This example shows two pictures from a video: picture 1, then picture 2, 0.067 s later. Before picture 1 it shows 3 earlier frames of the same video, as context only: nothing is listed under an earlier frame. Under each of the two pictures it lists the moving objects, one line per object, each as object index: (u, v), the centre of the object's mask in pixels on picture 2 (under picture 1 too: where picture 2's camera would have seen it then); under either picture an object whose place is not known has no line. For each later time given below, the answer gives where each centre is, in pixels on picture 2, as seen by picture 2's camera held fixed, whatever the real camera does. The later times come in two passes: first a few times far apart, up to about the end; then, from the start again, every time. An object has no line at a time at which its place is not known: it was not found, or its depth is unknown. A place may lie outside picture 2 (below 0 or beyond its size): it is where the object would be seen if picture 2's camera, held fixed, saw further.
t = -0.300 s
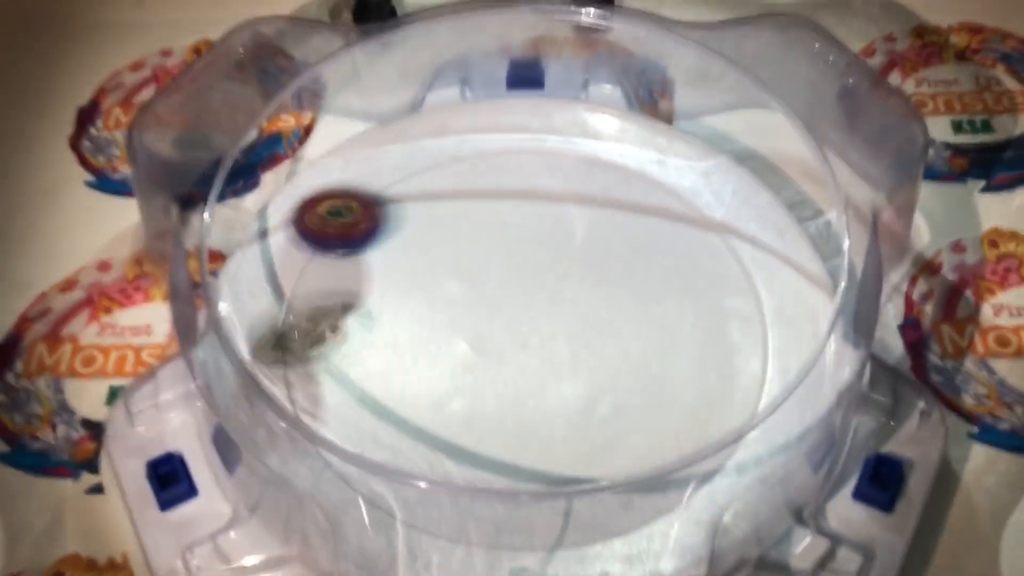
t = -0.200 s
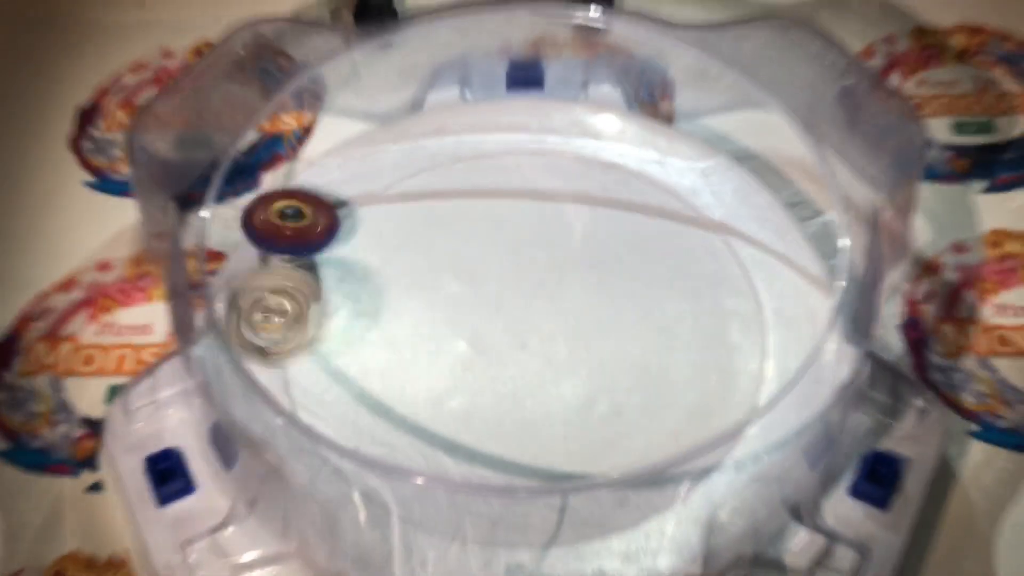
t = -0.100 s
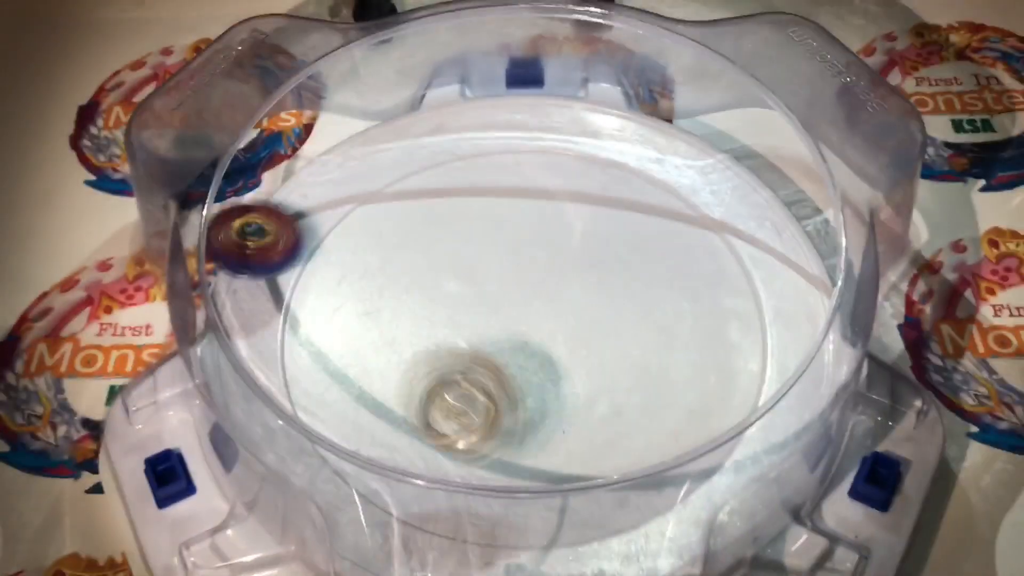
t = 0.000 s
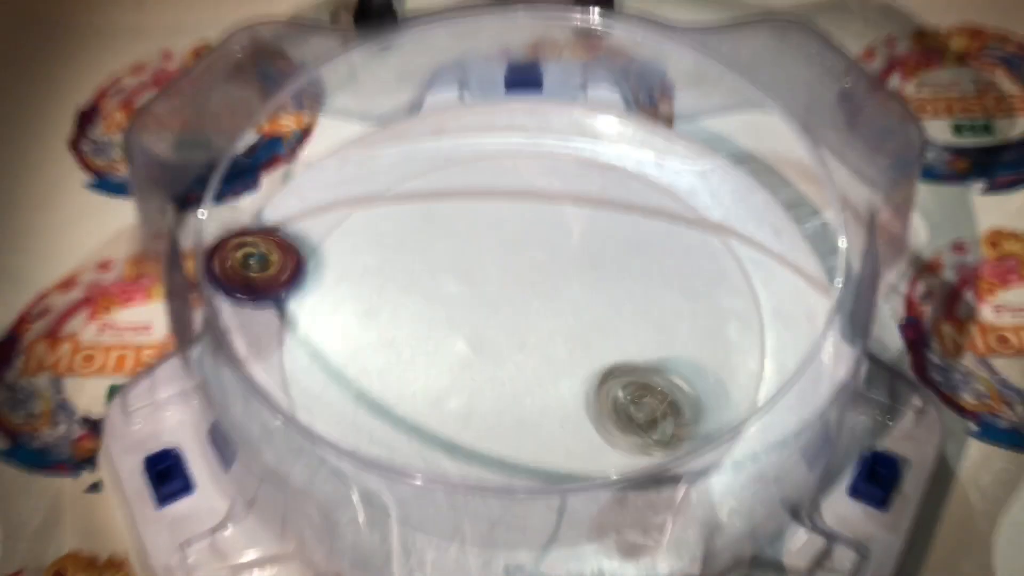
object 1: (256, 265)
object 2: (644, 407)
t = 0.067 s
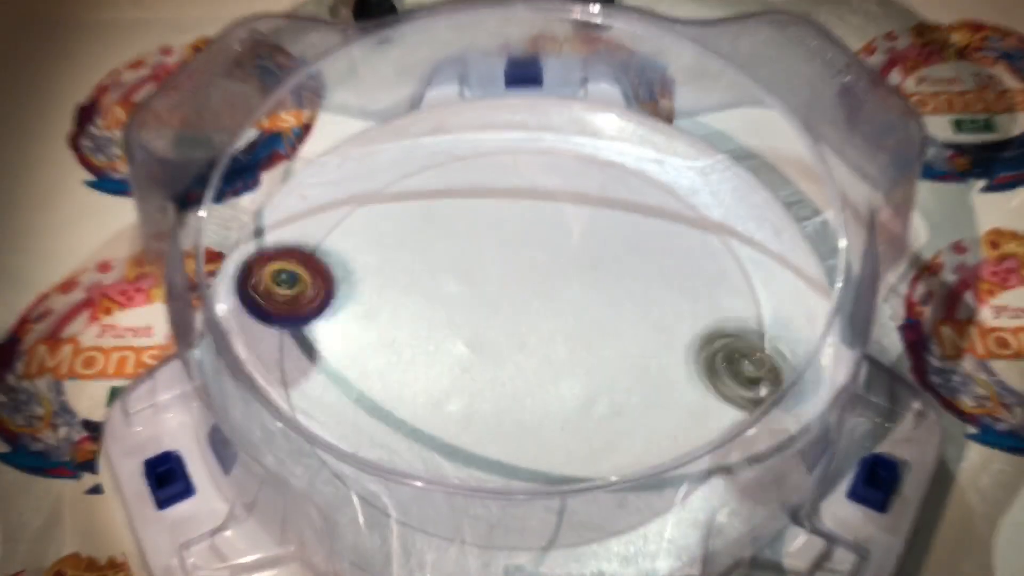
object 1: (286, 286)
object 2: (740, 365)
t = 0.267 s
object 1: (453, 349)
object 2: (641, 201)
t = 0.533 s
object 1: (638, 248)
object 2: (308, 186)
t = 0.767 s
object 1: (558, 132)
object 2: (316, 435)
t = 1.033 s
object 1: (404, 259)
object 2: (654, 357)
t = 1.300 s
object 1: (628, 392)
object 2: (662, 197)
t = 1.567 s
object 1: (759, 212)
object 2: (510, 279)
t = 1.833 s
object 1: (560, 171)
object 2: (458, 336)
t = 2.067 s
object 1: (396, 333)
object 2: (511, 434)
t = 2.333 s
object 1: (579, 508)
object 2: (562, 442)
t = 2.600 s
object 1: (657, 282)
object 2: (542, 392)
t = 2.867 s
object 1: (388, 240)
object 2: (540, 388)
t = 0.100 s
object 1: (304, 299)
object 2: (784, 357)
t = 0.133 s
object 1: (325, 311)
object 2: (774, 306)
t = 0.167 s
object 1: (352, 323)
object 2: (744, 259)
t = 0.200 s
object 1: (383, 336)
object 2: (708, 226)
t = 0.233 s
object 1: (418, 345)
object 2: (672, 207)
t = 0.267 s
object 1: (453, 349)
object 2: (641, 201)
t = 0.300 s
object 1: (488, 346)
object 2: (600, 184)
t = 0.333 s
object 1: (522, 341)
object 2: (556, 169)
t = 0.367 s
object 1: (553, 332)
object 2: (513, 165)
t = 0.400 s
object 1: (583, 318)
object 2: (470, 158)
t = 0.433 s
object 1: (606, 302)
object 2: (425, 160)
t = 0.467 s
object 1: (621, 284)
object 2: (382, 157)
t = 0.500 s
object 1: (631, 268)
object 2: (340, 175)
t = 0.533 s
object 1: (638, 248)
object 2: (308, 186)
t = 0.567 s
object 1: (636, 227)
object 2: (288, 209)
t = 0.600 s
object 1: (632, 211)
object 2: (275, 245)
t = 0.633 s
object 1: (624, 193)
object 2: (263, 275)
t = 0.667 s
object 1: (613, 176)
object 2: (263, 313)
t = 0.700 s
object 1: (598, 160)
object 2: (277, 345)
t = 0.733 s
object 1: (580, 145)
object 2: (292, 385)
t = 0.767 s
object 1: (558, 132)
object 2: (316, 435)
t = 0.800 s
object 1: (532, 133)
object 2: (354, 472)
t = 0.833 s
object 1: (503, 142)
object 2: (396, 494)
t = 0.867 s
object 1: (474, 153)
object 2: (444, 508)
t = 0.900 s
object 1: (449, 168)
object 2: (501, 491)
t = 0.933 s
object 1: (428, 183)
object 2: (546, 462)
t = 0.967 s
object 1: (412, 205)
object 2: (591, 430)
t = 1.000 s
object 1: (404, 230)
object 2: (626, 402)
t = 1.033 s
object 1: (404, 259)
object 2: (654, 357)
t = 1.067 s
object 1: (412, 289)
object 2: (678, 325)
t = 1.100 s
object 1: (427, 315)
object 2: (701, 291)
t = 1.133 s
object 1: (450, 342)
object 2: (698, 263)
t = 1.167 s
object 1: (479, 364)
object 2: (703, 242)
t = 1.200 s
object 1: (513, 381)
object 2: (696, 221)
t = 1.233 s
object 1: (549, 391)
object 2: (690, 204)
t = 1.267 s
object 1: (588, 395)
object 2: (679, 197)
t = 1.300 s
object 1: (628, 392)
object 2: (662, 197)
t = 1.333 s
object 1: (667, 383)
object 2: (646, 193)
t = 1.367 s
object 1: (699, 366)
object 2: (625, 200)
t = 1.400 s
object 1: (728, 344)
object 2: (599, 207)
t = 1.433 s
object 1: (749, 318)
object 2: (580, 213)
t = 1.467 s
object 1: (761, 288)
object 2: (563, 232)
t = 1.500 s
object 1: (764, 260)
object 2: (539, 247)
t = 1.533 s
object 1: (763, 236)
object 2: (526, 264)
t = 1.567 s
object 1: (759, 212)
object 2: (510, 279)
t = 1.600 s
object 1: (748, 190)
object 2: (487, 294)
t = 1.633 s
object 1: (734, 175)
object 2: (475, 307)
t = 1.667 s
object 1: (712, 163)
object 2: (467, 318)
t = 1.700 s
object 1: (686, 156)
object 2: (461, 327)
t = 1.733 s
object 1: (657, 152)
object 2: (458, 332)
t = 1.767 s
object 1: (627, 156)
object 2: (458, 335)
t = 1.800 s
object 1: (594, 162)
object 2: (458, 336)
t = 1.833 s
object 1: (560, 171)
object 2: (458, 336)
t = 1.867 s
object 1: (526, 185)
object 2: (458, 336)
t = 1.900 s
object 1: (498, 205)
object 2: (459, 335)
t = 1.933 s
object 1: (469, 227)
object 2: (459, 335)
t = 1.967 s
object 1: (445, 255)
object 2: (459, 336)
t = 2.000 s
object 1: (423, 282)
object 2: (474, 351)
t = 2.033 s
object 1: (406, 306)
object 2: (493, 396)
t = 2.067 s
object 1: (396, 333)
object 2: (511, 434)
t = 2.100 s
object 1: (390, 364)
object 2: (531, 457)
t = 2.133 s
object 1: (394, 394)
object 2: (548, 486)
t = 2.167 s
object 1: (407, 424)
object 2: (563, 495)
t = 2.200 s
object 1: (432, 446)
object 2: (570, 494)
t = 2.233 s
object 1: (457, 478)
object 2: (566, 480)
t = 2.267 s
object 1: (494, 503)
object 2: (572, 469)
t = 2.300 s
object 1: (534, 513)
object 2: (574, 451)
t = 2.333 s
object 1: (579, 508)
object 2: (562, 442)
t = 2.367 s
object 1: (622, 490)
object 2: (558, 441)
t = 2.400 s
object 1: (657, 464)
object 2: (560, 439)
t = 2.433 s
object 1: (682, 438)
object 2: (556, 428)
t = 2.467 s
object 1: (694, 404)
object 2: (555, 419)
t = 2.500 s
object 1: (701, 372)
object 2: (551, 410)
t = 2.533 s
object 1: (693, 341)
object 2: (547, 402)
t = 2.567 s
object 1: (679, 310)
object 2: (544, 397)
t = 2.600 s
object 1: (657, 282)
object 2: (542, 392)
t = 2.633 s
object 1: (626, 259)
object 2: (540, 390)
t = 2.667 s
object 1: (596, 243)
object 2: (540, 388)
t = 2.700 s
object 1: (563, 229)
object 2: (540, 389)
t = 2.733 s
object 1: (525, 222)
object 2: (539, 388)
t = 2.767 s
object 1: (488, 219)
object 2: (540, 388)
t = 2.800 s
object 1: (456, 221)
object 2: (540, 388)
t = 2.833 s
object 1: (421, 227)
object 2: (540, 389)
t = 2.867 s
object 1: (388, 240)
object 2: (540, 388)
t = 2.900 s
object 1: (361, 257)
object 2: (540, 389)
